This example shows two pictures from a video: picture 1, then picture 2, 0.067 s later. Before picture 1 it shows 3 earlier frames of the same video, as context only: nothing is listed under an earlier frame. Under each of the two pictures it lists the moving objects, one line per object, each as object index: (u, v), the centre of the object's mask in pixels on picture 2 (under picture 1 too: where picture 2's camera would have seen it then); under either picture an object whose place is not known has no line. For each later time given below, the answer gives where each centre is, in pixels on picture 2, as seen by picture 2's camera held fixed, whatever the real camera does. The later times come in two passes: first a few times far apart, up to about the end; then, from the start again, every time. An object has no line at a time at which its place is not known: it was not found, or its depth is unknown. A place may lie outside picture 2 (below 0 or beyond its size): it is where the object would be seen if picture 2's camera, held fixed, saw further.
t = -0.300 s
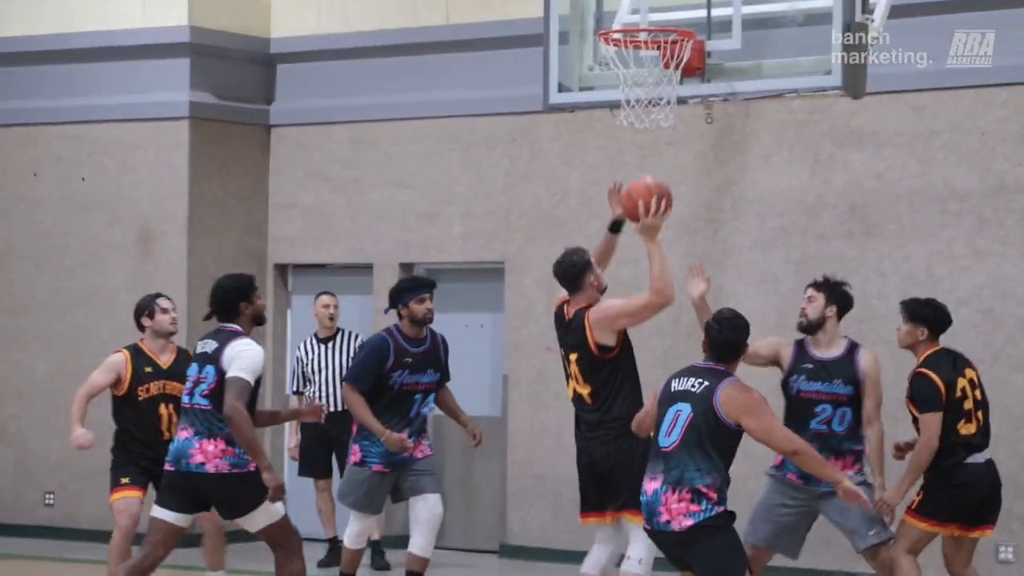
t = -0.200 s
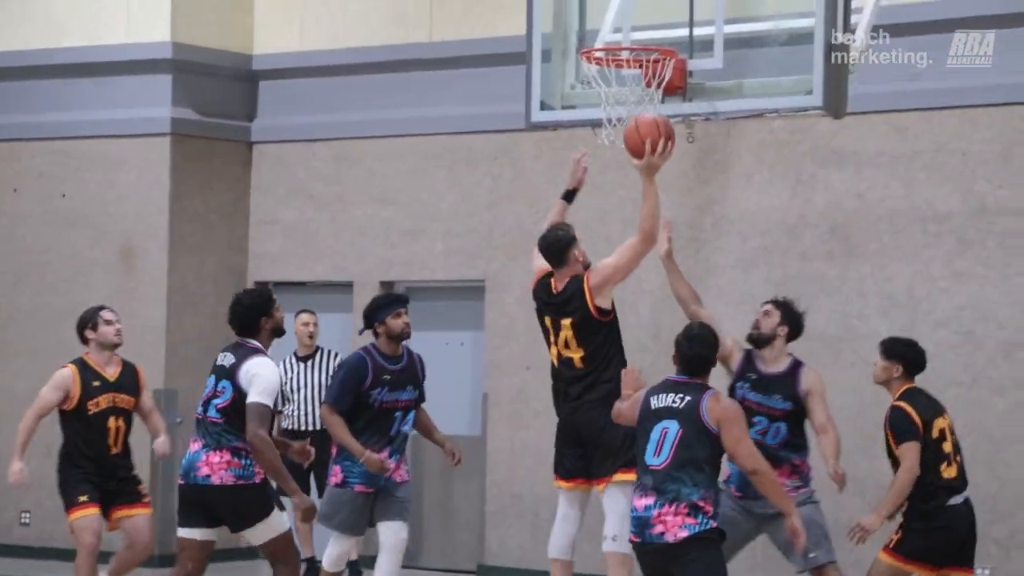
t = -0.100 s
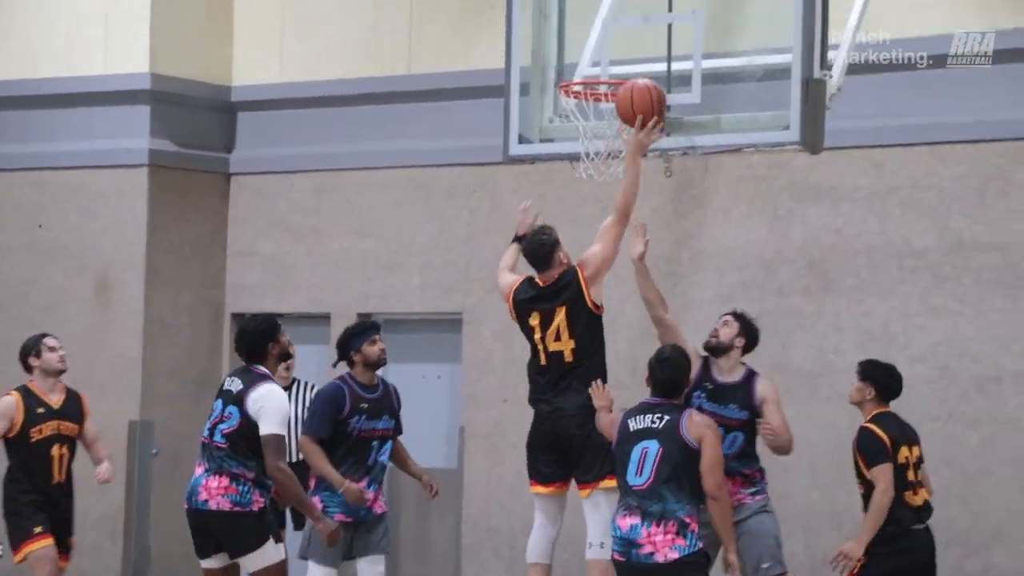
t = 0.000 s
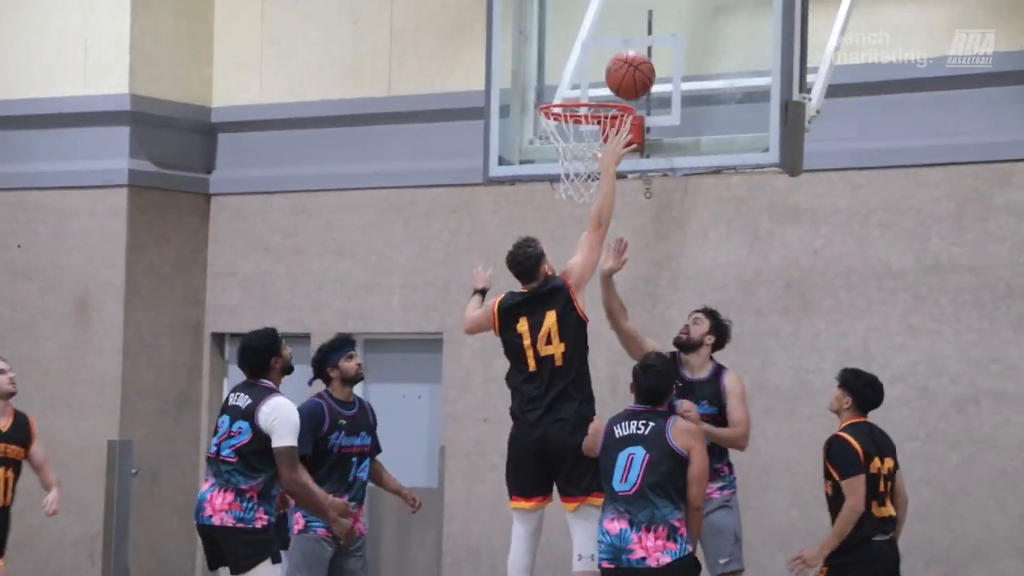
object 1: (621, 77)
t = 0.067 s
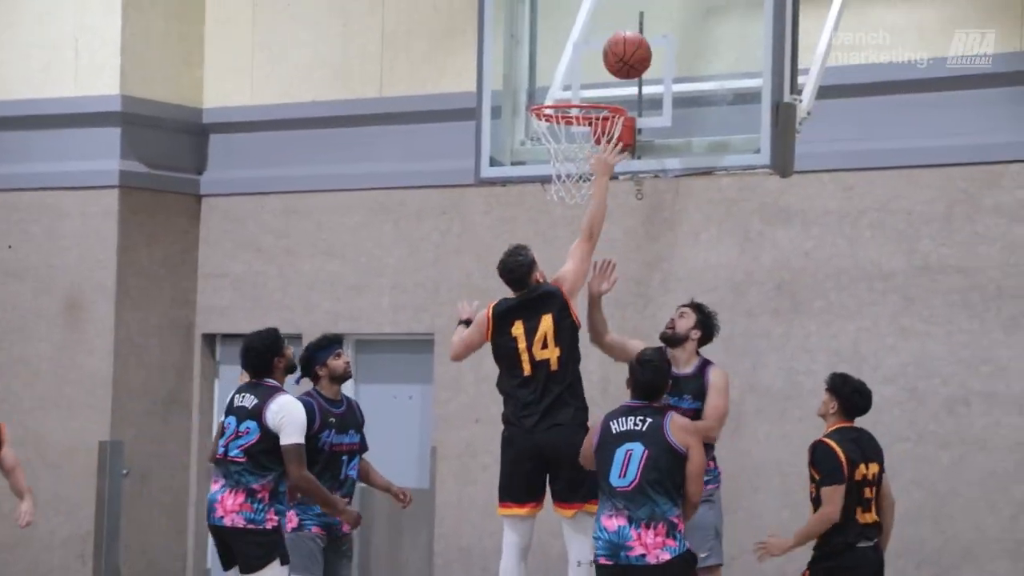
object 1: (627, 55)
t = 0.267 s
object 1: (639, 45)
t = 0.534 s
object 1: (571, 126)
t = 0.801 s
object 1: (582, 207)
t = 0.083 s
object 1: (628, 51)
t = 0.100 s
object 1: (630, 48)
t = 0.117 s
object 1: (631, 45)
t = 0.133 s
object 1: (633, 43)
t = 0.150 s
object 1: (634, 41)
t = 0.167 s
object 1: (635, 40)
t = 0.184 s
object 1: (636, 40)
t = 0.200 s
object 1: (637, 40)
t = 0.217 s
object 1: (639, 40)
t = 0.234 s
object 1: (640, 41)
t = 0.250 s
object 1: (641, 43)
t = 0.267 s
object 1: (639, 45)
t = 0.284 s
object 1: (634, 47)
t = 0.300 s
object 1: (629, 49)
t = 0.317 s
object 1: (624, 52)
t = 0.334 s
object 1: (618, 55)
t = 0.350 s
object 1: (613, 59)
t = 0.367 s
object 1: (608, 64)
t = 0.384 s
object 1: (602, 68)
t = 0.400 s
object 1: (597, 74)
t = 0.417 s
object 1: (592, 80)
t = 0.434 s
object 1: (586, 84)
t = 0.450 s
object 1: (581, 89)
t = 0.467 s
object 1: (576, 92)
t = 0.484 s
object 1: (573, 109)
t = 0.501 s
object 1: (571, 114)
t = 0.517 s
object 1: (572, 119)
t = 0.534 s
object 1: (571, 126)
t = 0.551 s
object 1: (572, 131)
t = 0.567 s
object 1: (573, 137)
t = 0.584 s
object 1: (573, 144)
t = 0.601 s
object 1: (574, 150)
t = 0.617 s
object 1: (575, 158)
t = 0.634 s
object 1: (575, 162)
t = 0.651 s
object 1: (575, 168)
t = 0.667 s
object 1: (576, 172)
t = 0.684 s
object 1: (576, 175)
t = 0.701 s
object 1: (577, 177)
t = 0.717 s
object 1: (579, 182)
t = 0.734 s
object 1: (579, 187)
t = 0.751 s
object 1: (580, 192)
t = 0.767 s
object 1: (581, 195)
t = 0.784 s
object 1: (581, 201)
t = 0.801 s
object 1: (582, 207)
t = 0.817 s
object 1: (583, 213)
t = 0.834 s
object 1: (584, 221)
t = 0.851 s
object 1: (585, 229)
